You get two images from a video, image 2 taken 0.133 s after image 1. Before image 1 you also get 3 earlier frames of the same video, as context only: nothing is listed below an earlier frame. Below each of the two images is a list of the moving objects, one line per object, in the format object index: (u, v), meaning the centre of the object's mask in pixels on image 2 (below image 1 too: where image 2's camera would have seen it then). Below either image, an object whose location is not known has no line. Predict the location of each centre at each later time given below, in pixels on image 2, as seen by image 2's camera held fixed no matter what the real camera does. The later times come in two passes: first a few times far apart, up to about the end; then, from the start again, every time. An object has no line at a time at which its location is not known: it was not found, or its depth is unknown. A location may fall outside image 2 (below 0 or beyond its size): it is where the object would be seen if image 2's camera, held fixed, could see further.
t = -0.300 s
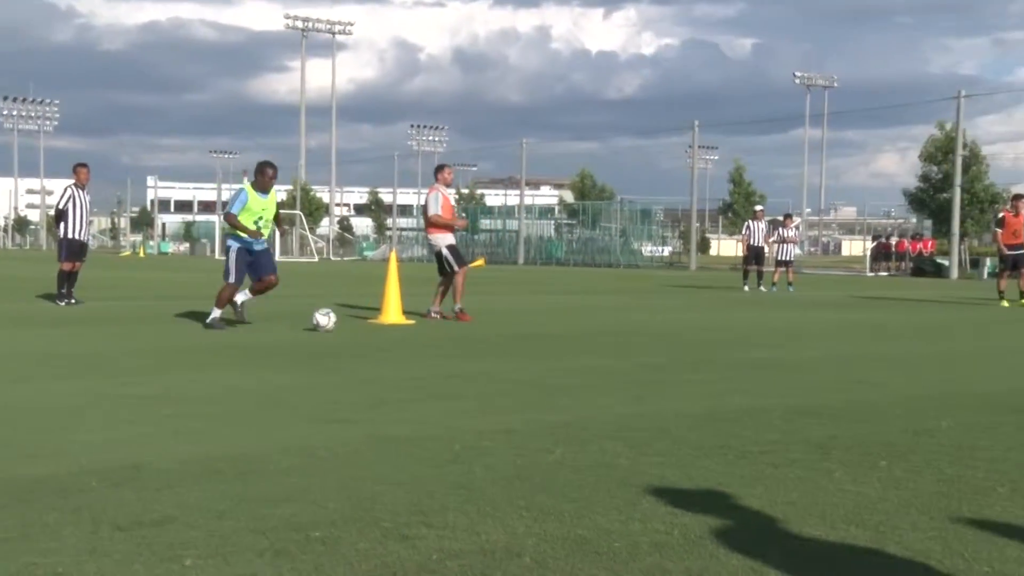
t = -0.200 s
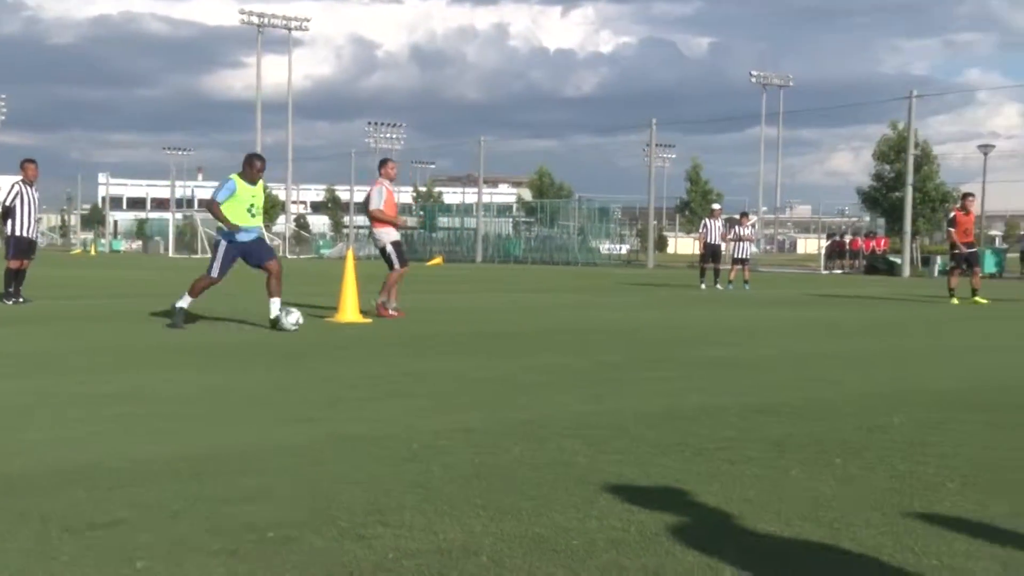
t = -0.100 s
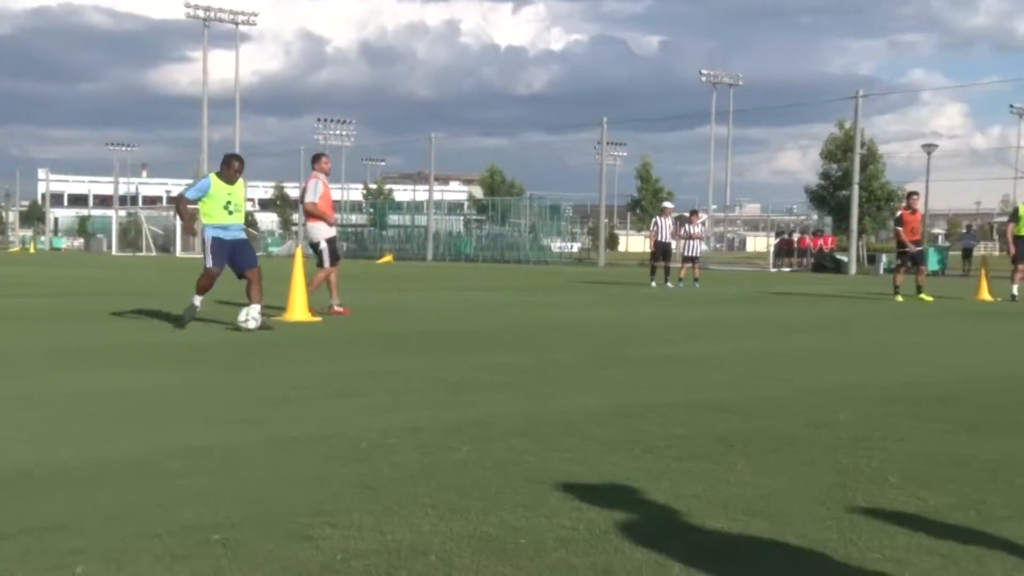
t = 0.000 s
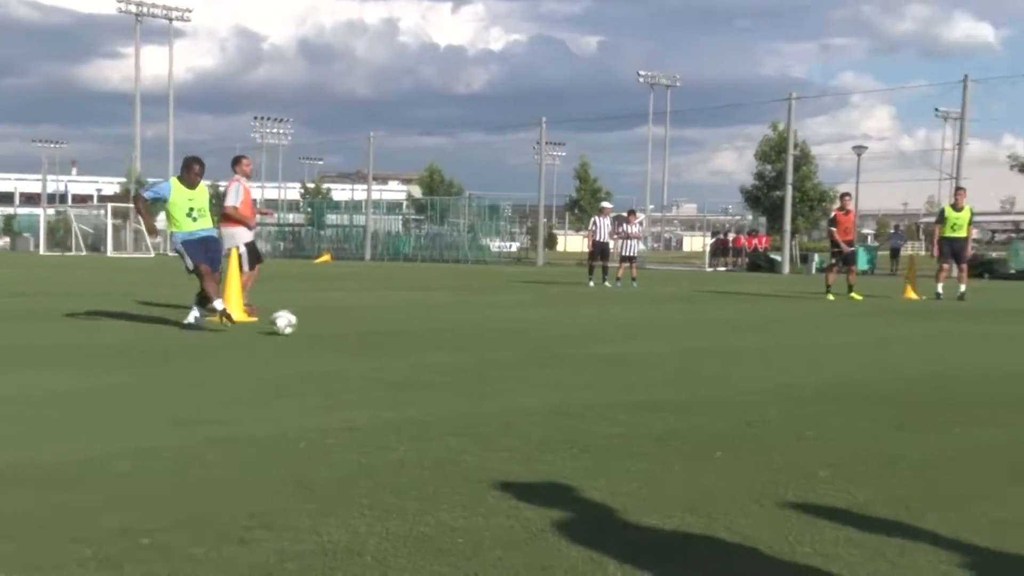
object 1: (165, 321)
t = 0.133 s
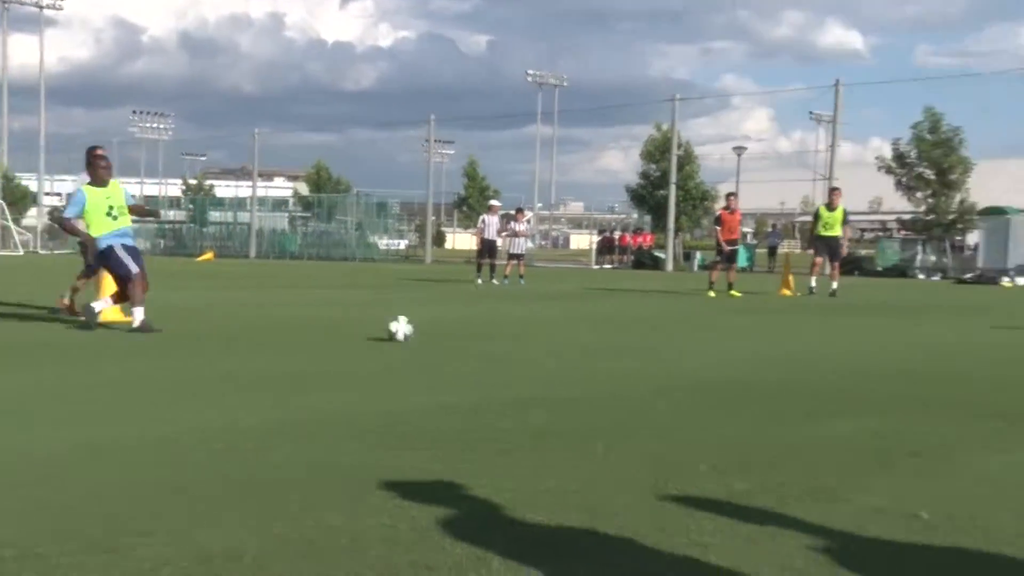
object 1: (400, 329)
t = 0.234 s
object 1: (574, 331)
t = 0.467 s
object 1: (986, 346)
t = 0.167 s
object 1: (456, 329)
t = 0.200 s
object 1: (514, 329)
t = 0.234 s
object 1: (574, 331)
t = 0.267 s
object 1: (634, 335)
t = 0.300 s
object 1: (693, 338)
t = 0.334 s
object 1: (752, 338)
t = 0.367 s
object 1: (810, 339)
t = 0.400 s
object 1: (868, 341)
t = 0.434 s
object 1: (928, 344)
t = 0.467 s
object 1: (986, 346)
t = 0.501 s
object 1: (1046, 347)
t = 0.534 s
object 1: (1106, 349)
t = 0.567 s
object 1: (1167, 351)
